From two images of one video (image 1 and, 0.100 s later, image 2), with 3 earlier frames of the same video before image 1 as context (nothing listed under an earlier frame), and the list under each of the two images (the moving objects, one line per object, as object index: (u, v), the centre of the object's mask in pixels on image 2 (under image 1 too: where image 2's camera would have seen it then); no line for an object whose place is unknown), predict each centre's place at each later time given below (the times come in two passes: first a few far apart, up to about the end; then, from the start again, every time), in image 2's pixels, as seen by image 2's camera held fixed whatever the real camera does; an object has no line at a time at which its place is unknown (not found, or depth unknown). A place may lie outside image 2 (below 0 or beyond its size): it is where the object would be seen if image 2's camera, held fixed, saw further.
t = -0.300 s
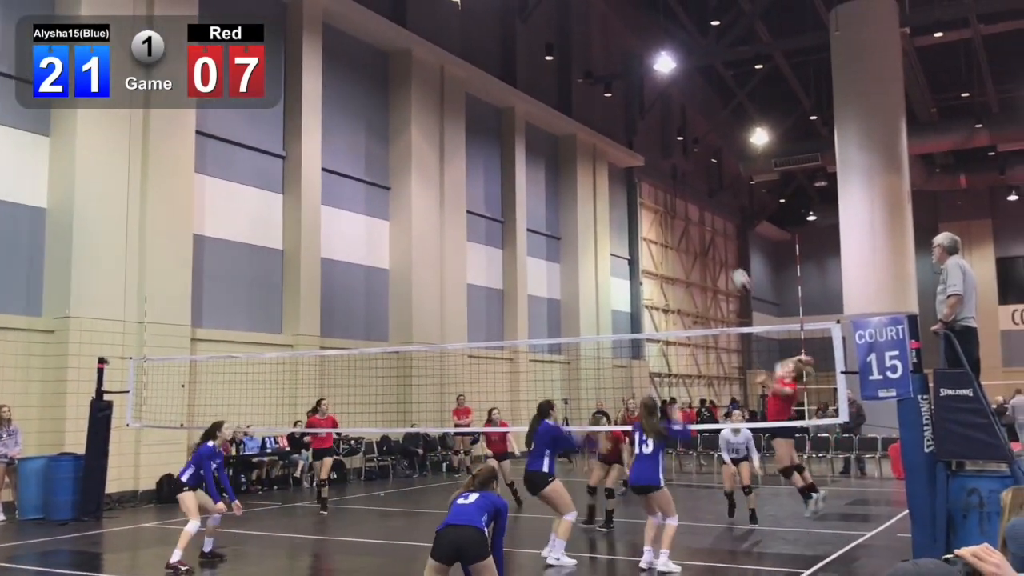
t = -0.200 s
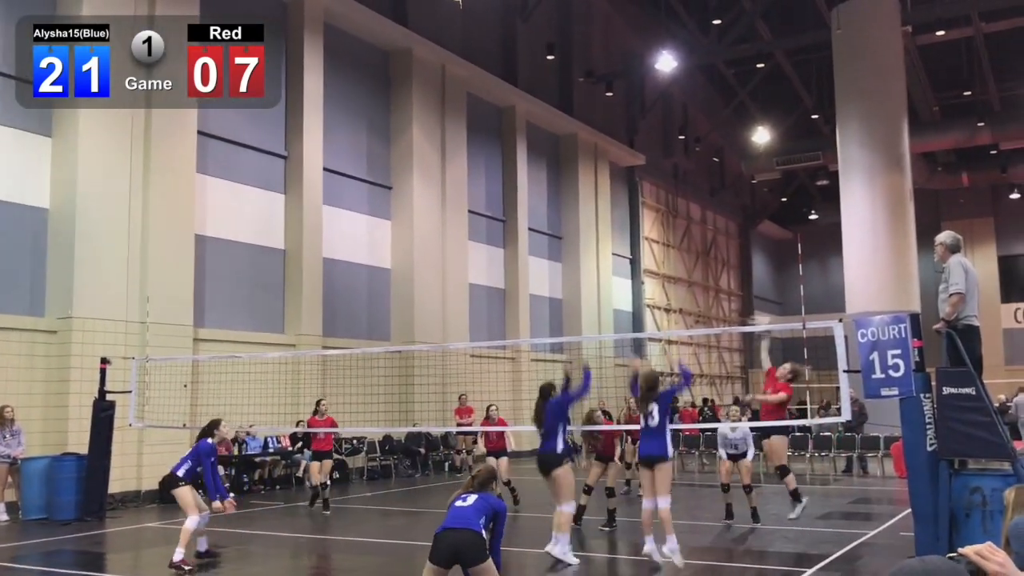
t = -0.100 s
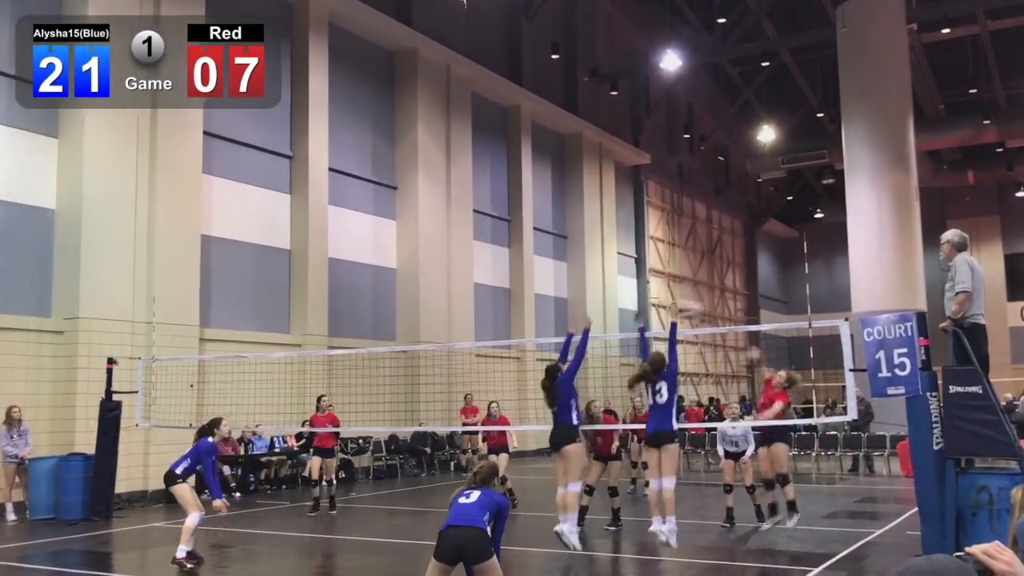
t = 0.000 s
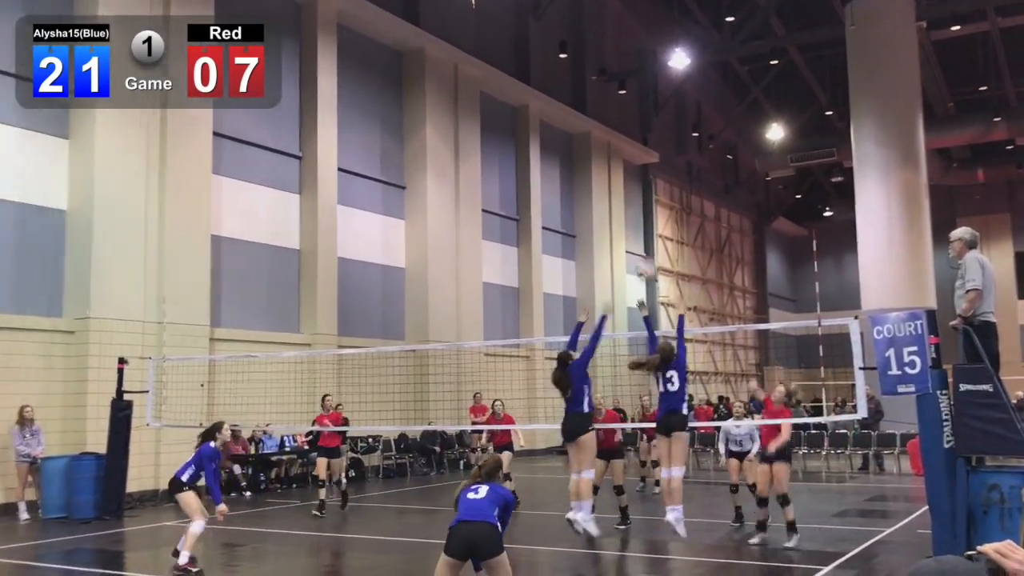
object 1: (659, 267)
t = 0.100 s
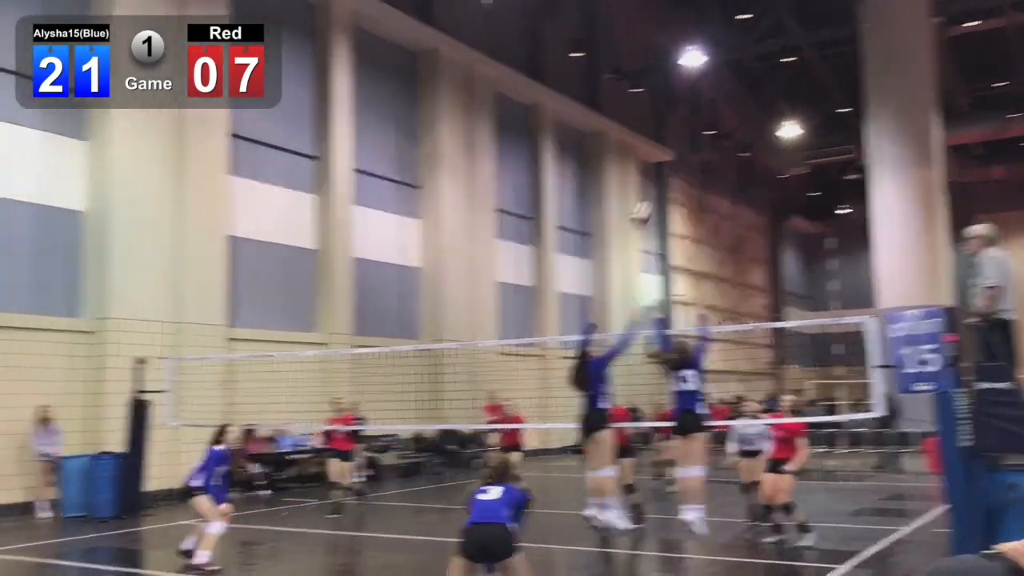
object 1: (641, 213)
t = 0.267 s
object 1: (605, 142)
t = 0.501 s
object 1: (546, 82)
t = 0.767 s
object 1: (470, 84)
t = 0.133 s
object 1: (634, 197)
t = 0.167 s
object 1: (628, 183)
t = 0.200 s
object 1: (621, 168)
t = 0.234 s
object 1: (615, 153)
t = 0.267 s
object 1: (605, 142)
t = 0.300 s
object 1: (598, 130)
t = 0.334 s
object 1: (590, 119)
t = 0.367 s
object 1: (581, 108)
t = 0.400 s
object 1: (573, 101)
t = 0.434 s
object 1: (564, 93)
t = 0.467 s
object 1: (556, 87)
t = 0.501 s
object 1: (546, 82)
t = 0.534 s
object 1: (537, 77)
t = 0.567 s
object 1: (528, 74)
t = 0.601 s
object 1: (520, 72)
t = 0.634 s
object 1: (511, 72)
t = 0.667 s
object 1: (501, 73)
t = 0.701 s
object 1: (491, 74)
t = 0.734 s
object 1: (481, 79)
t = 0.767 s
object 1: (470, 84)
